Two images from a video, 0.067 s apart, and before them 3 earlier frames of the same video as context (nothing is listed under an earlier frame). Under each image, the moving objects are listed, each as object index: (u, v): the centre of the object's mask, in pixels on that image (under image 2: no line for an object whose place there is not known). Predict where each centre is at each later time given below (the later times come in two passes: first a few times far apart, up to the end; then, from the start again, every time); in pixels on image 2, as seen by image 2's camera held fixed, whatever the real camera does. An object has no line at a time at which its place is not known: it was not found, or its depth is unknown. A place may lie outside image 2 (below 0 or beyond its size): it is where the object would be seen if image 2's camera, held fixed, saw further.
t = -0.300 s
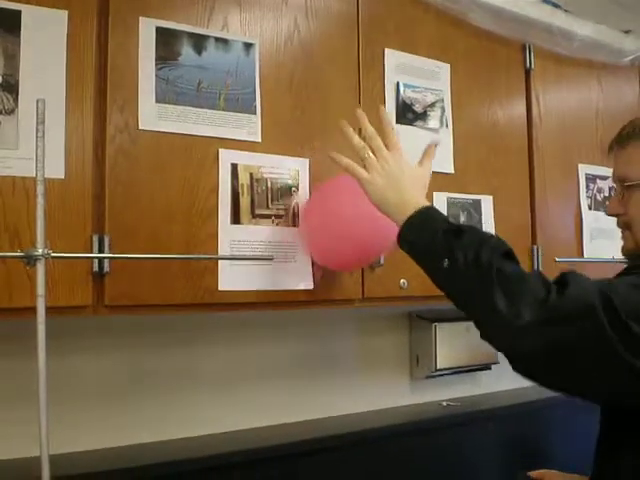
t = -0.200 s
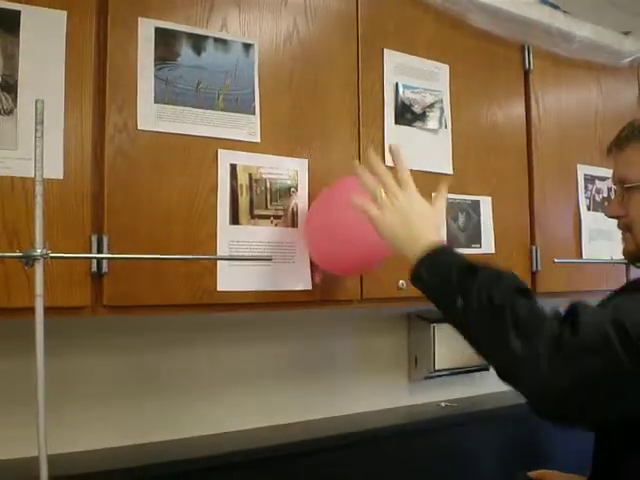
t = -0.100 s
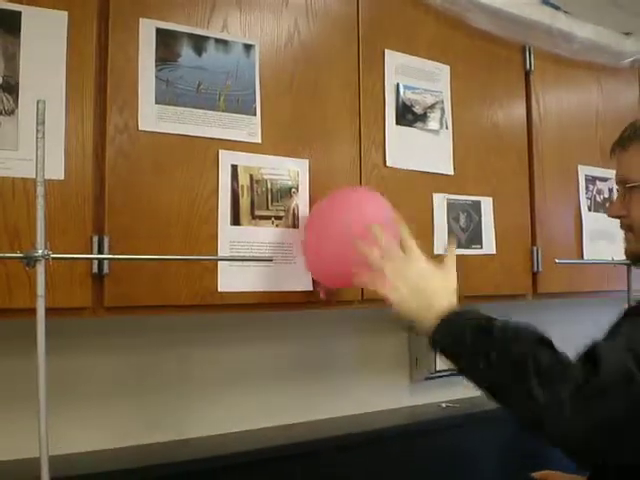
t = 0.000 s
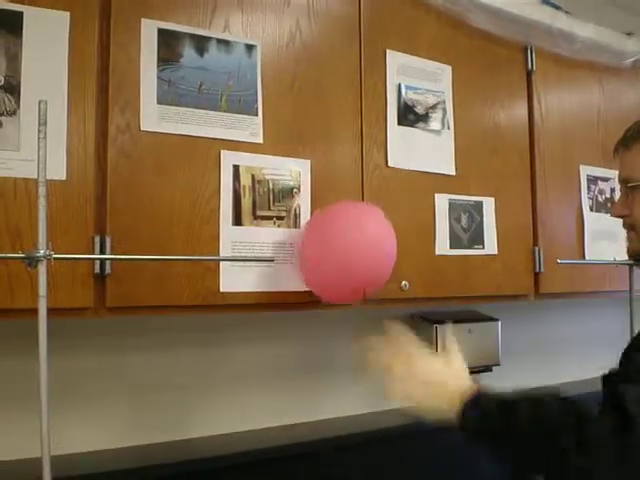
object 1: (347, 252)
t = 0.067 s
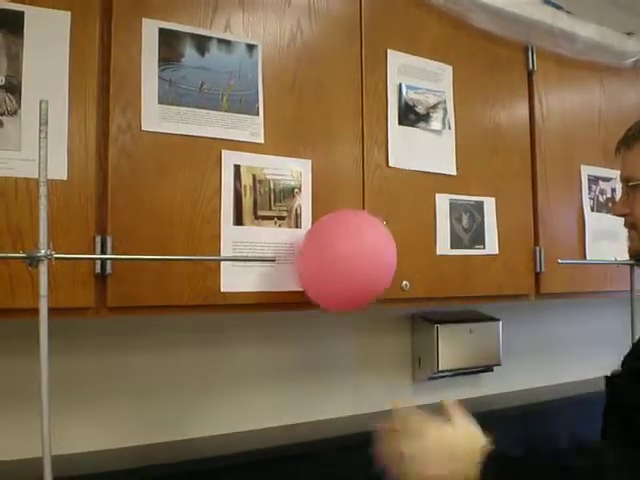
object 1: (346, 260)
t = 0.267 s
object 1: (343, 280)
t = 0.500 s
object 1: (347, 310)
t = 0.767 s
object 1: (326, 356)
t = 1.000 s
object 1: (293, 378)
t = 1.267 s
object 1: (273, 395)
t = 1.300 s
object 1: (276, 397)
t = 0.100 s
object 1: (346, 264)
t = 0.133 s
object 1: (345, 267)
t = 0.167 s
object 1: (344, 271)
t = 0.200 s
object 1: (343, 274)
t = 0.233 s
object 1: (343, 277)
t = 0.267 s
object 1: (343, 280)
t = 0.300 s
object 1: (343, 283)
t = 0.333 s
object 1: (343, 287)
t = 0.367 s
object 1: (344, 291)
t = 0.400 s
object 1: (345, 294)
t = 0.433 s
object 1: (345, 299)
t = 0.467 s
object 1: (345, 304)
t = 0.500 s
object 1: (347, 310)
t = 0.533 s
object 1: (347, 316)
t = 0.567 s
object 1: (347, 322)
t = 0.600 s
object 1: (346, 328)
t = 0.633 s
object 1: (343, 334)
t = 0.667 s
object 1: (339, 340)
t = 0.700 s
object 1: (334, 345)
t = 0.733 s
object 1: (330, 351)
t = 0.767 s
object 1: (326, 356)
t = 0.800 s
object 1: (322, 360)
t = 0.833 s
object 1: (316, 364)
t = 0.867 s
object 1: (312, 367)
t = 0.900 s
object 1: (307, 369)
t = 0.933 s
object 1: (302, 372)
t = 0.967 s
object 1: (298, 374)
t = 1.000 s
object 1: (293, 378)
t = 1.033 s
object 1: (289, 381)
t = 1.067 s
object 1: (286, 386)
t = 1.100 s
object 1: (283, 391)
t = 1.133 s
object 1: (278, 397)
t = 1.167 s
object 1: (274, 395)
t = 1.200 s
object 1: (266, 391)
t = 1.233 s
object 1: (268, 390)
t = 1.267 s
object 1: (273, 395)
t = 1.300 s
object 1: (276, 397)
